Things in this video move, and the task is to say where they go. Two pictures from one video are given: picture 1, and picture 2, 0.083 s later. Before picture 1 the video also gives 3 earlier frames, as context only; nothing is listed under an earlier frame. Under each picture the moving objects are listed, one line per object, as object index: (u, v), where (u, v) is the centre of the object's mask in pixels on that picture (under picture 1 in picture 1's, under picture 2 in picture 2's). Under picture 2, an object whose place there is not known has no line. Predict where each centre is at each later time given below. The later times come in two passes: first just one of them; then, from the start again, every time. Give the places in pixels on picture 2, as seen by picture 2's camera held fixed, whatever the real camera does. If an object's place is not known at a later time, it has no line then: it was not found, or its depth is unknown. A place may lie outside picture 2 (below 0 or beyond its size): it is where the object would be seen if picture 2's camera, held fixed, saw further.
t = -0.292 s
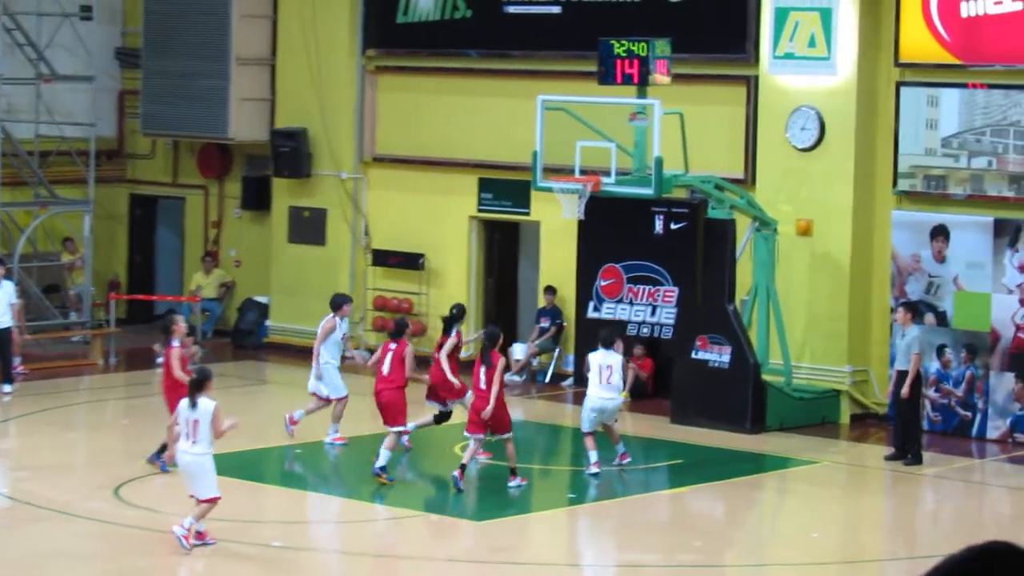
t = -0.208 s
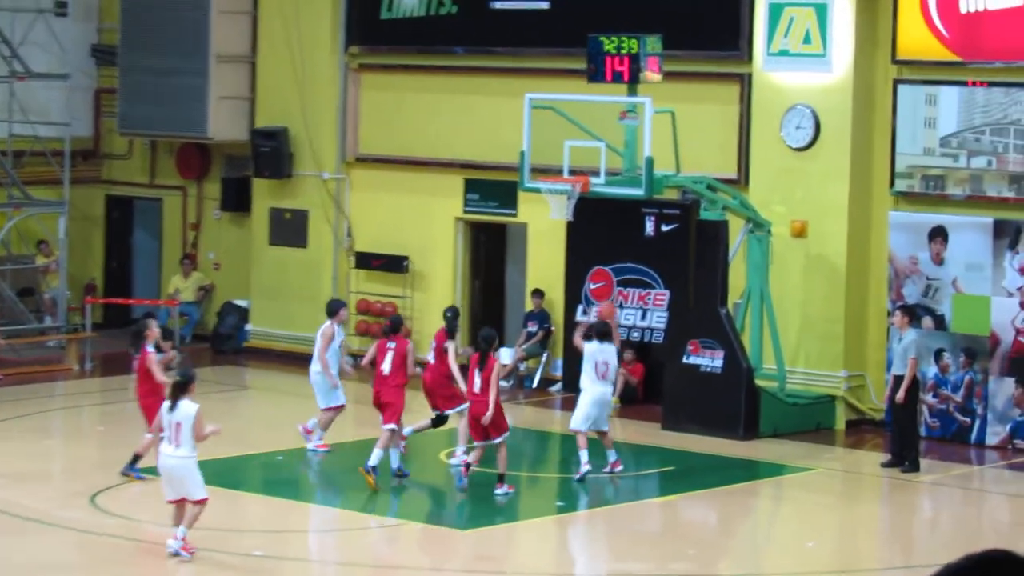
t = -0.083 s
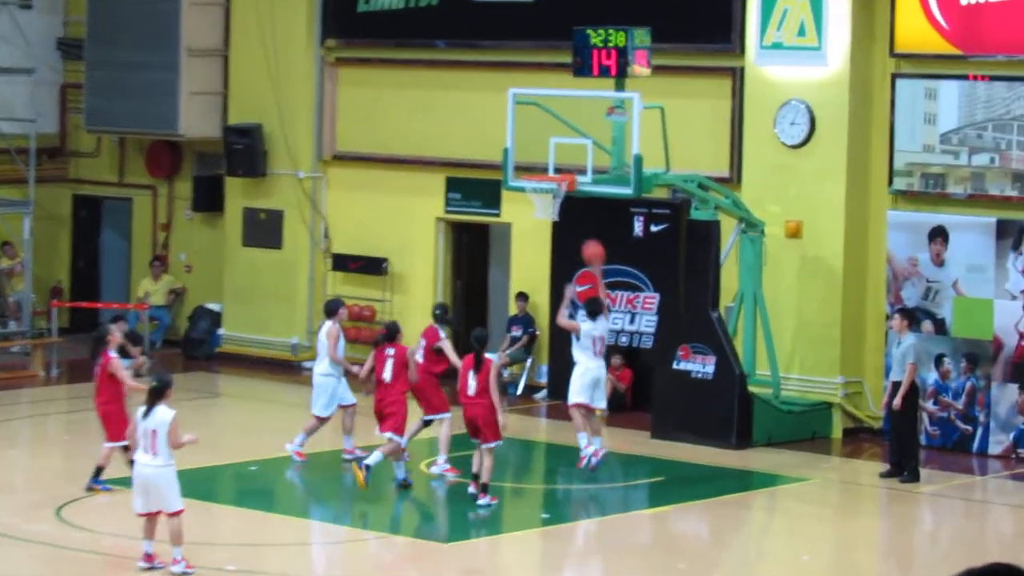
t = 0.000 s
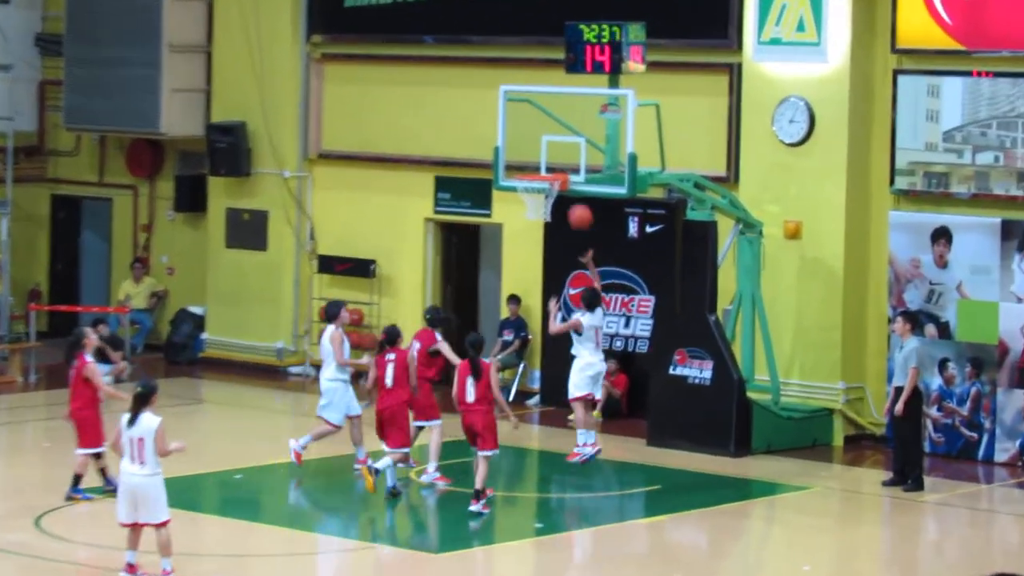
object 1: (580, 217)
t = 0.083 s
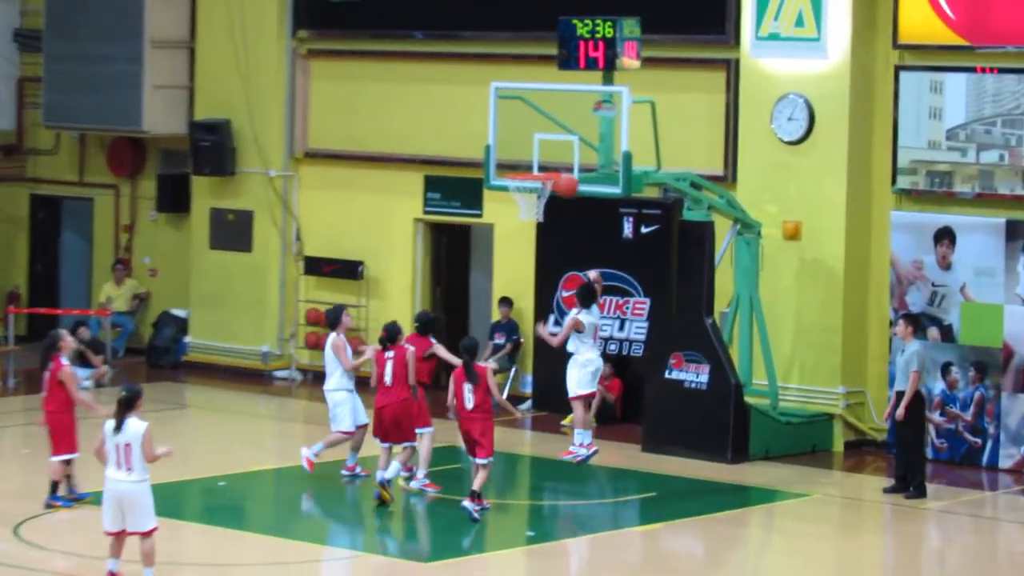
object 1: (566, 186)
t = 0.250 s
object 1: (553, 144)
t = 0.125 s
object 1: (562, 172)
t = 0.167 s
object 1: (560, 161)
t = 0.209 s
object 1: (556, 151)
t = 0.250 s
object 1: (553, 144)
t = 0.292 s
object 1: (550, 137)
